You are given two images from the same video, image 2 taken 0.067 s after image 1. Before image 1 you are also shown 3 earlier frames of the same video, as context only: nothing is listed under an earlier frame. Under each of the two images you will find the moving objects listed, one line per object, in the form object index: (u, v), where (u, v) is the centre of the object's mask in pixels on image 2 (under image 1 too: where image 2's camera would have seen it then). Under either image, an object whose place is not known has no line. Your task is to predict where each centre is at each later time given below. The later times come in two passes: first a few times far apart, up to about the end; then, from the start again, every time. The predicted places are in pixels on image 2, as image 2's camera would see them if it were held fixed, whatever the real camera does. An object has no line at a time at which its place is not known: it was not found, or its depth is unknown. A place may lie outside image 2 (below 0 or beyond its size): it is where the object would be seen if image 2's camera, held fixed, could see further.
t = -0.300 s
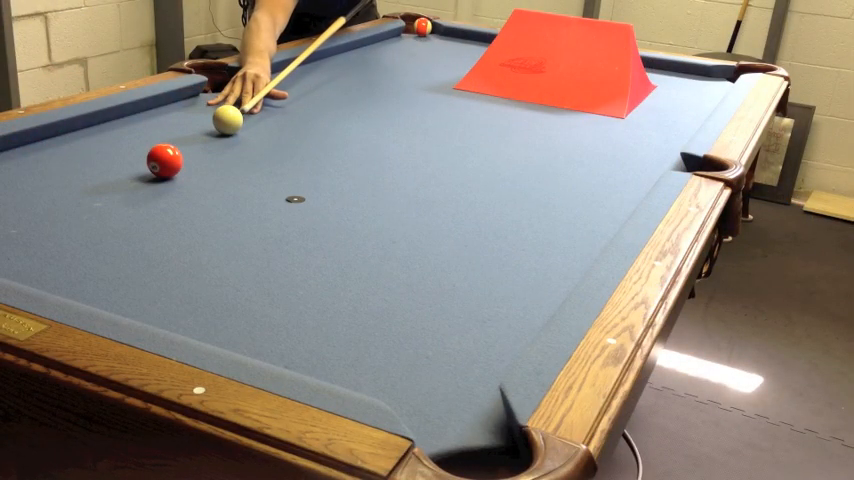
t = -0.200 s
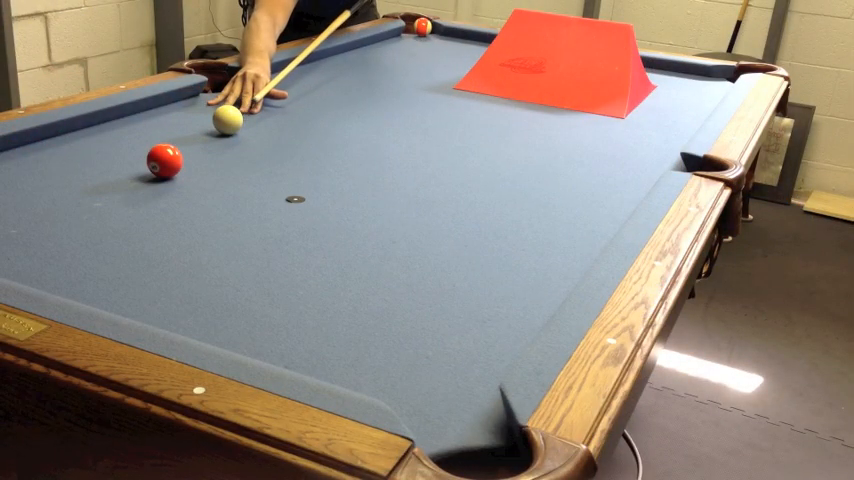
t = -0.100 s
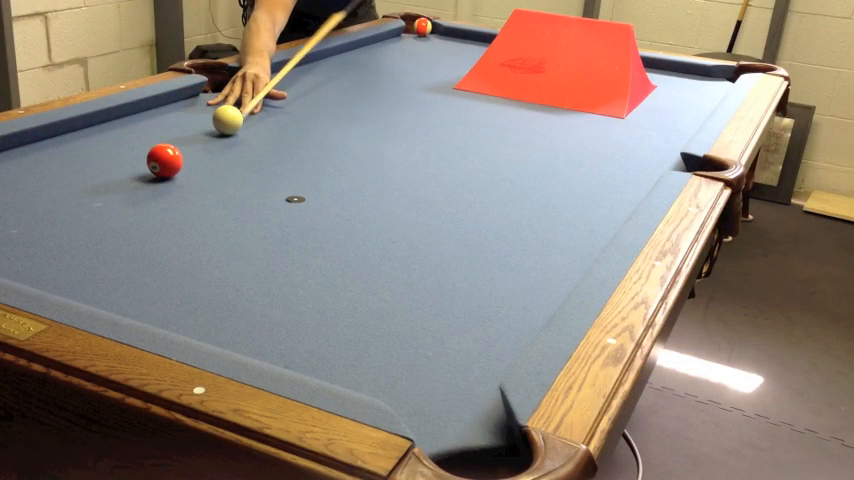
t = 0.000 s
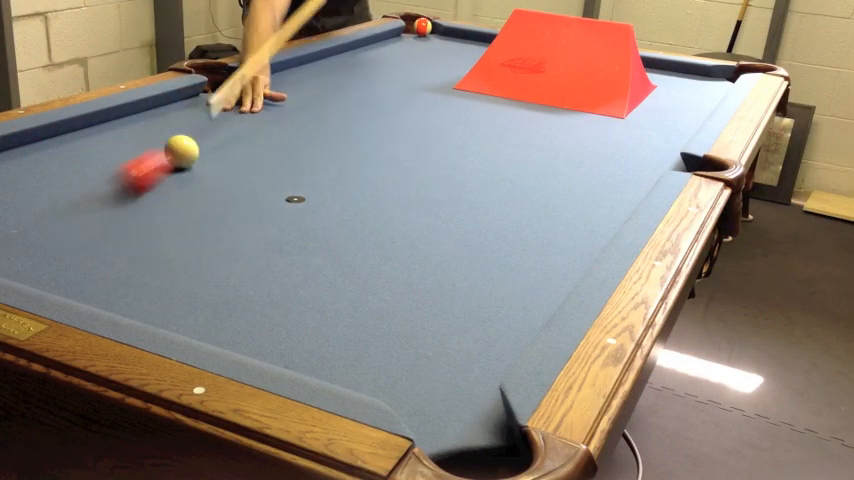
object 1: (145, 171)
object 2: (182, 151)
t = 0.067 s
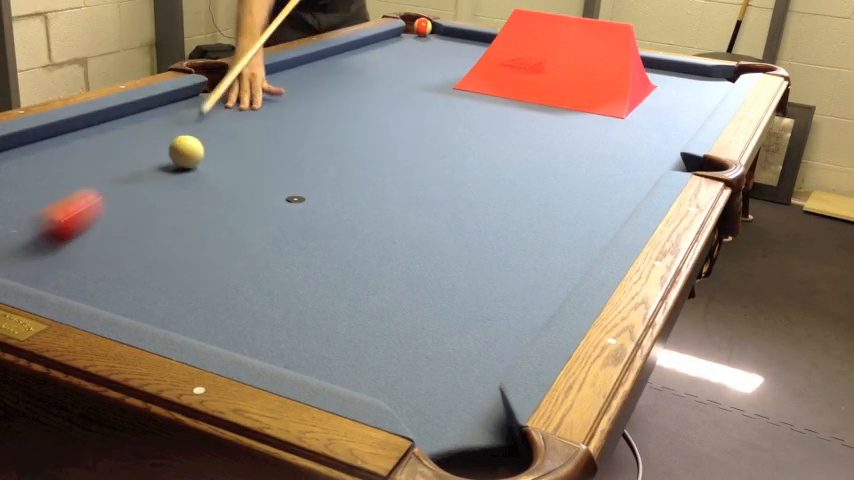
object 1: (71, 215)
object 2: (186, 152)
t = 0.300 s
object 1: (197, 198)
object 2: (218, 140)
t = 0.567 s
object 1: (366, 143)
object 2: (264, 115)
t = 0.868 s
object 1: (487, 103)
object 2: (306, 93)
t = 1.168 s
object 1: (562, 47)
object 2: (338, 75)
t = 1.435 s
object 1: (572, 64)
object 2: (363, 62)
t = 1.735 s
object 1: (554, 117)
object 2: (386, 50)
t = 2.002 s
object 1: (547, 151)
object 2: (402, 40)
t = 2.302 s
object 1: (537, 199)
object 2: (418, 32)
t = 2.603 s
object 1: (521, 264)
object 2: (429, 29)
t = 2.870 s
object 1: (501, 343)
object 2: (436, 29)
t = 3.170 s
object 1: (448, 420)
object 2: (437, 28)
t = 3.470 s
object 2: (435, 28)
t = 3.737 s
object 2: (436, 28)
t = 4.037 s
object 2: (436, 28)
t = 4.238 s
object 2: (436, 28)
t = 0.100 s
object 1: (29, 241)
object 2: (189, 151)
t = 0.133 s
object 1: (18, 255)
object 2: (193, 150)
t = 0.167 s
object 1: (51, 243)
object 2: (197, 148)
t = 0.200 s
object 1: (93, 230)
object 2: (202, 146)
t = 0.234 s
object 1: (132, 218)
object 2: (207, 144)
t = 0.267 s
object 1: (167, 207)
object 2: (212, 142)
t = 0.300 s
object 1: (197, 198)
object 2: (218, 140)
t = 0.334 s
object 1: (225, 188)
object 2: (224, 136)
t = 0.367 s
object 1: (250, 180)
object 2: (230, 133)
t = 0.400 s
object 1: (272, 173)
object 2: (236, 130)
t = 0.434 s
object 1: (293, 166)
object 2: (242, 127)
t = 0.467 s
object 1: (312, 160)
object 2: (248, 124)
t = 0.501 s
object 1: (331, 154)
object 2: (253, 121)
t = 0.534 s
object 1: (348, 148)
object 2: (258, 118)
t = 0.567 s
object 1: (366, 143)
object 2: (264, 115)
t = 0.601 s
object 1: (382, 137)
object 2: (269, 112)
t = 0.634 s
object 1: (397, 133)
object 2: (274, 110)
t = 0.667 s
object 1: (412, 128)
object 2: (279, 107)
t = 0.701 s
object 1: (426, 123)
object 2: (284, 104)
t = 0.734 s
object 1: (439, 119)
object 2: (288, 102)
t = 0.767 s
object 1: (451, 115)
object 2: (293, 99)
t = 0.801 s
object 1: (464, 110)
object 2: (297, 97)
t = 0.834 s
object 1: (476, 107)
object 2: (301, 95)
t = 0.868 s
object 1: (487, 103)
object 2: (306, 93)
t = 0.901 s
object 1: (498, 99)
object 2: (309, 90)
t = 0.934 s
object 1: (508, 96)
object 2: (313, 88)
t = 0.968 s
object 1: (518, 93)
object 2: (317, 86)
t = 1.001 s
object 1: (529, 88)
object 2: (321, 84)
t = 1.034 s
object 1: (537, 80)
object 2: (324, 82)
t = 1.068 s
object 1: (545, 72)
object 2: (328, 80)
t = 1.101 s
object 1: (552, 62)
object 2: (332, 78)
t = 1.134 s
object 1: (557, 54)
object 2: (335, 76)
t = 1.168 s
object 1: (562, 47)
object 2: (338, 75)
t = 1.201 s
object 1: (566, 42)
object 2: (342, 73)
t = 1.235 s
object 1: (569, 38)
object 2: (345, 71)
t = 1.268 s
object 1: (572, 37)
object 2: (348, 70)
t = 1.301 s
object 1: (573, 39)
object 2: (351, 68)
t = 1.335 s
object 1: (574, 41)
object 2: (354, 67)
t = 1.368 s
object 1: (574, 47)
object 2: (357, 65)
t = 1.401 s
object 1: (573, 54)
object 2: (360, 63)
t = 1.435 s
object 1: (572, 64)
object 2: (363, 62)
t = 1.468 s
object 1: (570, 74)
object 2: (366, 60)
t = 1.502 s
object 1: (567, 83)
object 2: (368, 59)
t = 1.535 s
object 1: (563, 93)
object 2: (371, 57)
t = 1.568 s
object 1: (560, 99)
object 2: (373, 56)
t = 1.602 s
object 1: (558, 103)
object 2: (376, 55)
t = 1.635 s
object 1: (556, 106)
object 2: (378, 53)
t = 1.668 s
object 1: (555, 110)
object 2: (381, 52)
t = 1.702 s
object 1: (555, 113)
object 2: (383, 51)
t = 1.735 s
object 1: (554, 117)
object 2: (386, 50)
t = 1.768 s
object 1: (553, 120)
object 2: (387, 48)
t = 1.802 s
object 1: (553, 124)
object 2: (390, 47)
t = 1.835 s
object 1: (551, 129)
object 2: (392, 46)
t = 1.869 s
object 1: (551, 133)
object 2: (394, 45)
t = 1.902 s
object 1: (550, 137)
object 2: (396, 44)
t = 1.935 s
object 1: (549, 141)
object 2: (398, 43)
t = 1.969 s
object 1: (548, 146)
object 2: (400, 42)
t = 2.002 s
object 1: (547, 151)
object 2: (402, 40)
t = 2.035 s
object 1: (546, 155)
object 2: (404, 40)
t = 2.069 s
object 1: (545, 160)
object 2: (406, 38)
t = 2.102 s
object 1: (544, 165)
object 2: (408, 37)
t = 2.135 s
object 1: (543, 170)
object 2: (410, 36)
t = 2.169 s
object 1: (542, 175)
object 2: (412, 36)
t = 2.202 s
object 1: (541, 181)
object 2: (413, 35)
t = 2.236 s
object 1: (540, 187)
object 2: (415, 33)
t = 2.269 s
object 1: (538, 193)
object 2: (417, 33)
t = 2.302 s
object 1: (537, 199)
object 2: (418, 32)
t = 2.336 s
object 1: (535, 205)
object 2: (420, 31)
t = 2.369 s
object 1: (534, 212)
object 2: (421, 30)
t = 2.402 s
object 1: (532, 218)
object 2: (423, 30)
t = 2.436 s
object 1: (531, 225)
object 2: (424, 30)
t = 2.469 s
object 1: (529, 232)
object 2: (425, 30)
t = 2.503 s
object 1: (527, 240)
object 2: (425, 30)
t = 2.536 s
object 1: (525, 247)
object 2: (427, 29)
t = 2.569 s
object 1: (523, 255)
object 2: (428, 29)
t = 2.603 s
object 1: (521, 264)
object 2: (429, 29)
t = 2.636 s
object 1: (519, 272)
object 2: (430, 29)
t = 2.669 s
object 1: (517, 281)
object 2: (431, 29)
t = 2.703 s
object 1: (515, 290)
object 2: (432, 29)
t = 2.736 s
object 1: (512, 301)
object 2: (432, 29)
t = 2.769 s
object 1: (510, 311)
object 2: (433, 29)
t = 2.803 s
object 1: (507, 321)
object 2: (434, 29)
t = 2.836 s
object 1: (504, 333)
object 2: (435, 29)
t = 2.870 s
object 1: (501, 343)
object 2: (436, 29)
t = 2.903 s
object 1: (495, 353)
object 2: (436, 28)
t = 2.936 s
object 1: (484, 363)
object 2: (437, 28)
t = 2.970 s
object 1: (472, 374)
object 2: (438, 28)
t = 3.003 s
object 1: (461, 383)
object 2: (438, 28)
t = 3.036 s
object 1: (449, 393)
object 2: (438, 28)
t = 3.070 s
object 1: (436, 404)
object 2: (437, 28)
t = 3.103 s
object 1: (426, 413)
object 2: (437, 28)
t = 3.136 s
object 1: (433, 418)
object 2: (437, 28)
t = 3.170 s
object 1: (448, 420)
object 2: (437, 28)
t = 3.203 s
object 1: (463, 423)
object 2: (436, 28)
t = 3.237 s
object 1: (476, 429)
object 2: (436, 28)
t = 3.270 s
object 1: (487, 438)
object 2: (436, 28)
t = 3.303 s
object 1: (492, 451)
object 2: (436, 29)
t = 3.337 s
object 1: (492, 464)
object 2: (435, 29)
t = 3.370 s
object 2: (435, 28)
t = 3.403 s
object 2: (435, 28)
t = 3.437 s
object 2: (435, 29)
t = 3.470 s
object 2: (435, 28)
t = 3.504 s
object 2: (435, 28)
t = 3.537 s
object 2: (436, 28)
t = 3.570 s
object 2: (436, 29)
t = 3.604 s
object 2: (436, 28)
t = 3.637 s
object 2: (436, 28)
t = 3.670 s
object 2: (436, 28)
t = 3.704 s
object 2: (436, 28)
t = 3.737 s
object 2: (436, 28)
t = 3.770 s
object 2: (436, 28)
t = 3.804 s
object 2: (436, 28)
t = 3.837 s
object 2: (436, 28)
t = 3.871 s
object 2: (436, 28)
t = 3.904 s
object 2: (436, 28)
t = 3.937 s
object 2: (436, 28)
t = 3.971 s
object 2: (436, 28)
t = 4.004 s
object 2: (436, 28)
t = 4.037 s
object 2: (436, 28)
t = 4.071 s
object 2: (436, 28)
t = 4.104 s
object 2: (436, 28)
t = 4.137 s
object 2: (436, 28)
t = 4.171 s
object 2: (436, 28)
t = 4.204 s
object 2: (436, 28)
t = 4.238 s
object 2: (436, 28)
